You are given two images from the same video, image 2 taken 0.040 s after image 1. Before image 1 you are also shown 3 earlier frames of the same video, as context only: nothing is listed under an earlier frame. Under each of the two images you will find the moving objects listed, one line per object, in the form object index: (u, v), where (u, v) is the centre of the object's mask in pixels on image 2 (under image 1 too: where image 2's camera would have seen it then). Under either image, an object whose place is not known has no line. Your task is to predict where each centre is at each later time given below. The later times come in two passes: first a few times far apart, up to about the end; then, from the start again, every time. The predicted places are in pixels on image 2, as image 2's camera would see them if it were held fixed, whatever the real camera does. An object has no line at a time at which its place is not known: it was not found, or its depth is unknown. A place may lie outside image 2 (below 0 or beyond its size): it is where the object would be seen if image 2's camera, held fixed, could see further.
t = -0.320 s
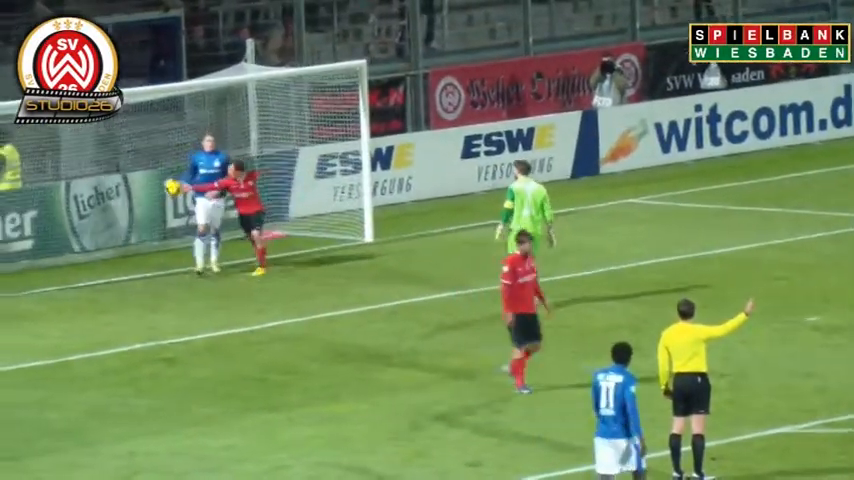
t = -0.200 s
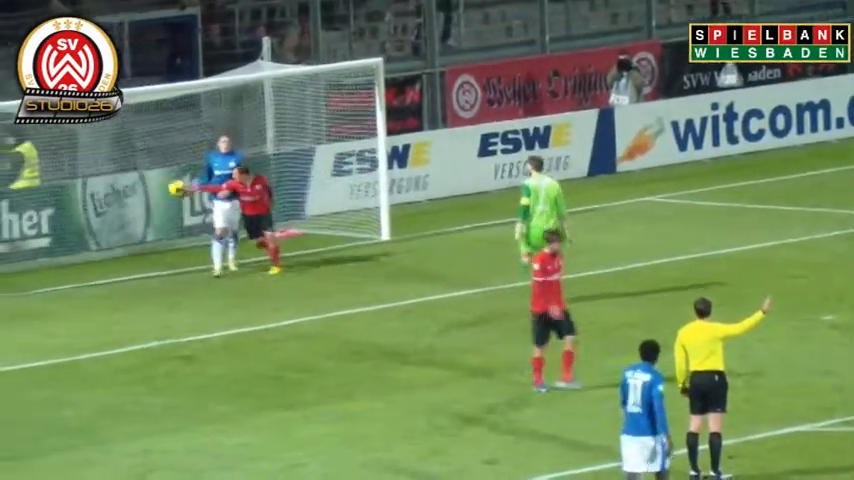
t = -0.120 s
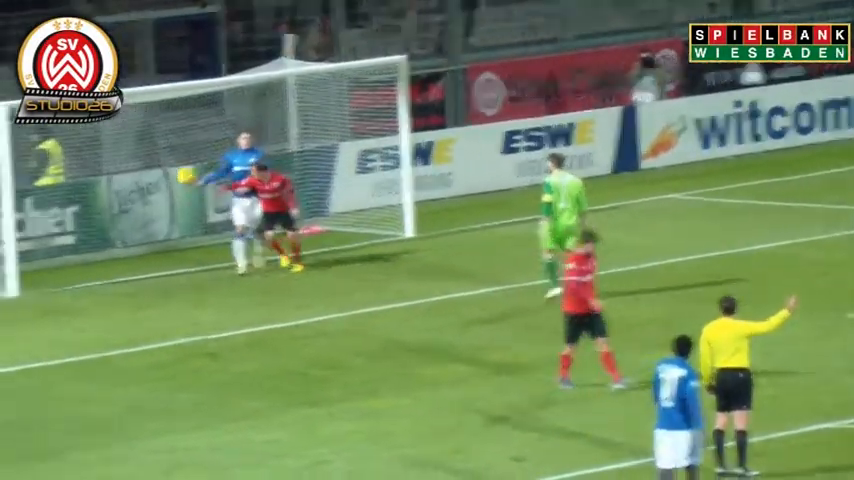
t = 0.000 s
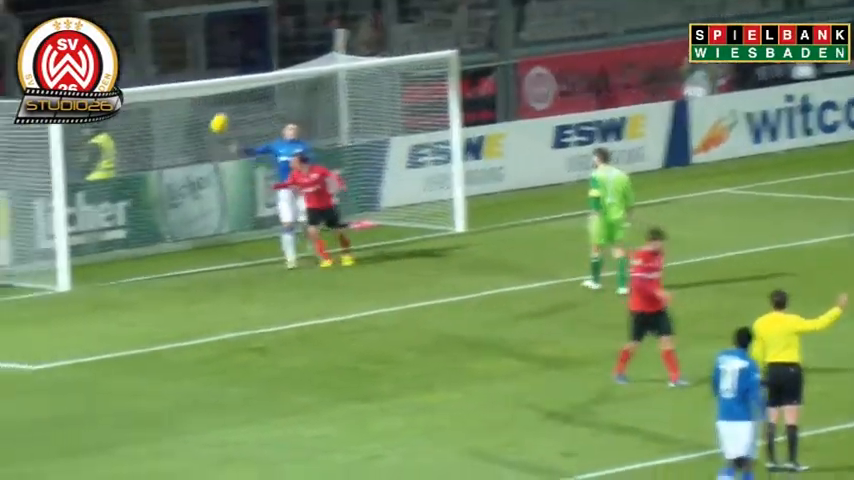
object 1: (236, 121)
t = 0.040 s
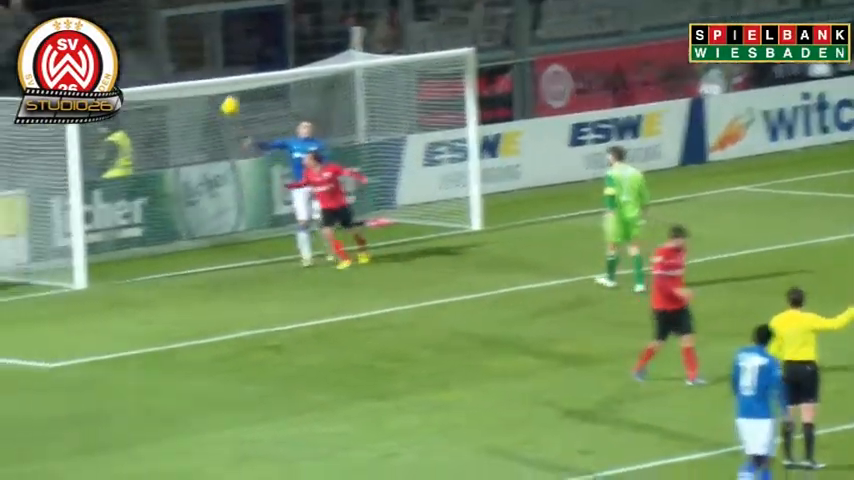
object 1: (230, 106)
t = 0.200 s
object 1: (209, 54)
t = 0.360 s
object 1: (191, 21)
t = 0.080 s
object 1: (224, 90)
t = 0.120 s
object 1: (219, 76)
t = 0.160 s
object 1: (215, 64)
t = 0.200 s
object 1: (209, 54)
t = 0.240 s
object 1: (205, 44)
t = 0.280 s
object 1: (200, 35)
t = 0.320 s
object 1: (196, 27)
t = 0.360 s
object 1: (191, 21)
